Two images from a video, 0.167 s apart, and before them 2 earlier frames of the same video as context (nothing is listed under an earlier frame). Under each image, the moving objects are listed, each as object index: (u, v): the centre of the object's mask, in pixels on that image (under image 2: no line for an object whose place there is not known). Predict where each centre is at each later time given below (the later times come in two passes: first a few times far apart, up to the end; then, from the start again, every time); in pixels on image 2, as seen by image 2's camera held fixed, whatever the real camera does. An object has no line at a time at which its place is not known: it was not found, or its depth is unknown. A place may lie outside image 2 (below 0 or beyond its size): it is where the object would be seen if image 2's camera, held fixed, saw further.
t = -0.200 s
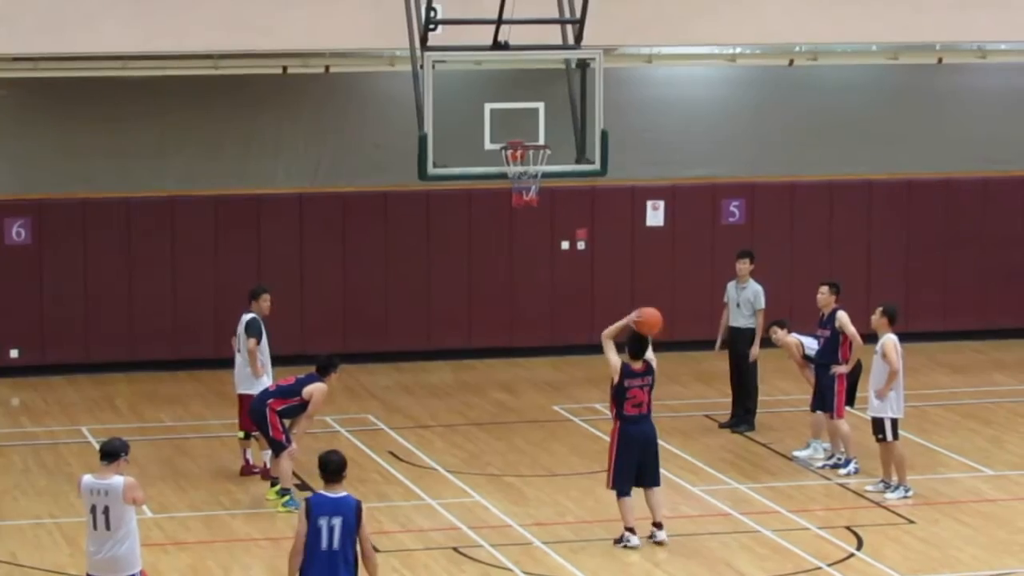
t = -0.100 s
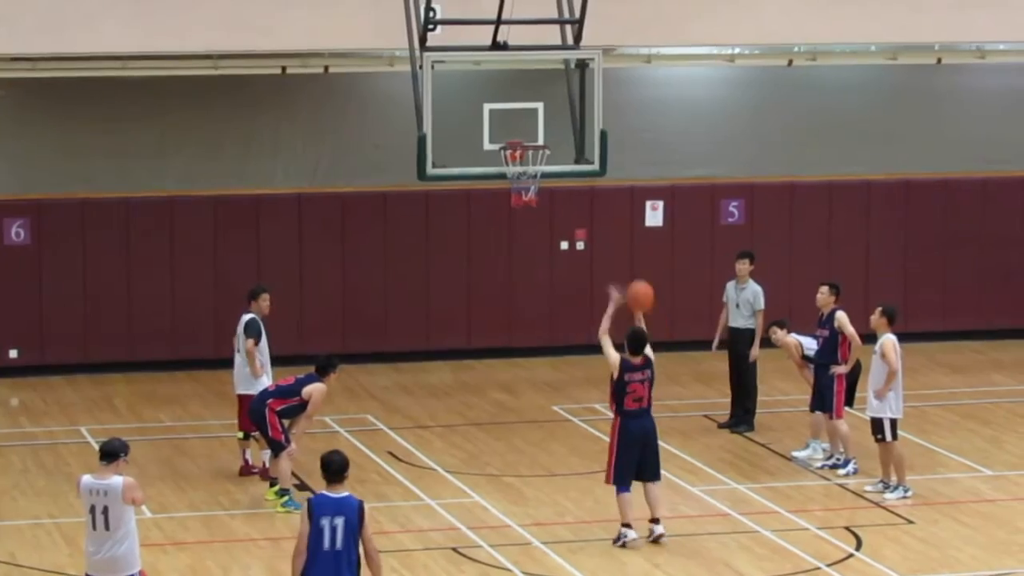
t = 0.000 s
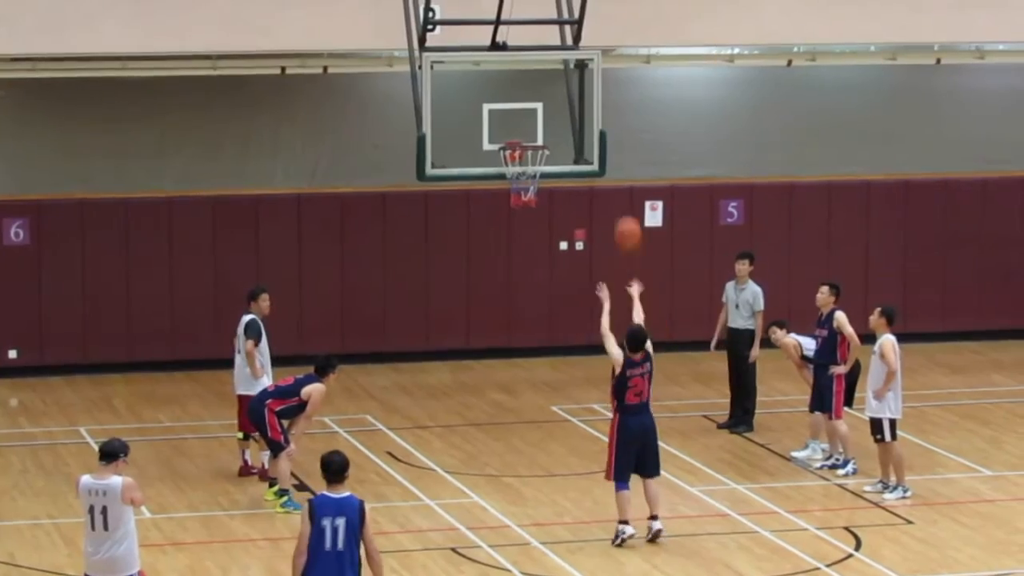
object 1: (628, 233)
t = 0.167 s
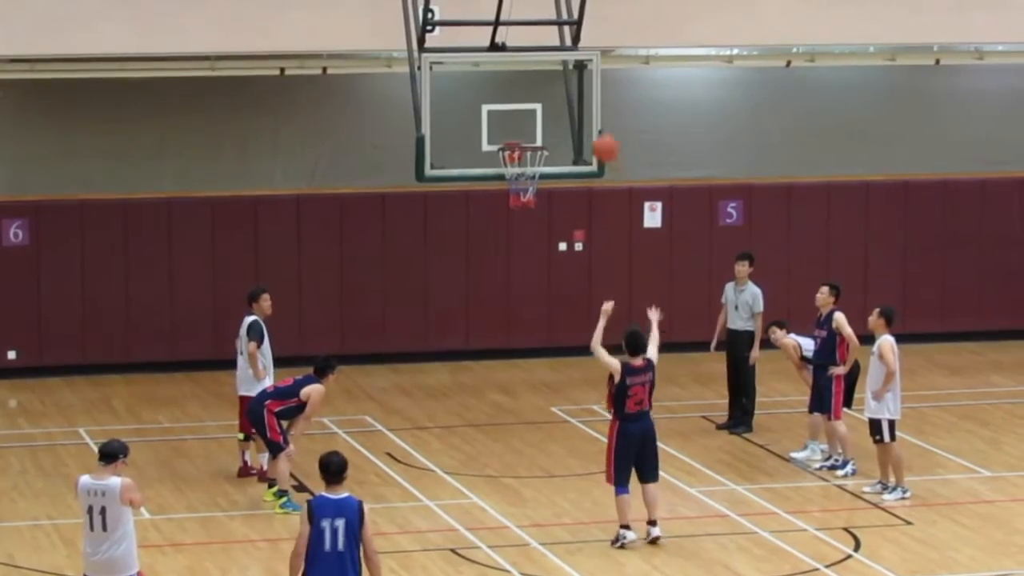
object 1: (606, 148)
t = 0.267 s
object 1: (593, 114)
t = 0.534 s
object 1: (565, 78)
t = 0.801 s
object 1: (535, 114)
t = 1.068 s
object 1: (508, 196)
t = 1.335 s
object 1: (492, 292)
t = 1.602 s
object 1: (472, 462)
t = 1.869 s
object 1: (477, 351)
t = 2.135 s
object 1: (482, 305)
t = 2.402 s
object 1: (487, 329)
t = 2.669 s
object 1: (491, 426)
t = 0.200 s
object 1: (602, 136)
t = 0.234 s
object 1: (598, 124)
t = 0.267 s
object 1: (593, 114)
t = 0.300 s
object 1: (590, 104)
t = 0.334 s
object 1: (586, 96)
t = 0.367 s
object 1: (582, 91)
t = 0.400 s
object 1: (578, 86)
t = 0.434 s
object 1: (575, 82)
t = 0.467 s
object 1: (570, 79)
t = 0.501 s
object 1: (567, 77)
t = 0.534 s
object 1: (565, 78)
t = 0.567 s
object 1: (562, 78)
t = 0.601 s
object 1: (557, 80)
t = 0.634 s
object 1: (553, 83)
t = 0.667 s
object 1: (550, 87)
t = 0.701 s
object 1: (546, 92)
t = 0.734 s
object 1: (543, 98)
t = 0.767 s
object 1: (539, 105)
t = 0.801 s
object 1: (535, 114)
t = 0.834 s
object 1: (532, 123)
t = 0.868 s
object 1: (528, 134)
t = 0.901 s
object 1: (526, 142)
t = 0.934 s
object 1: (518, 157)
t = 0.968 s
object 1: (515, 164)
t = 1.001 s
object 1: (513, 182)
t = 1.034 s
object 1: (509, 191)
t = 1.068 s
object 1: (508, 196)
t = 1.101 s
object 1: (505, 207)
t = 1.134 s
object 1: (504, 216)
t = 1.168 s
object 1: (501, 225)
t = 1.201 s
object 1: (499, 237)
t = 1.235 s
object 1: (498, 249)
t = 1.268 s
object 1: (495, 263)
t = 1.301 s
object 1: (493, 277)
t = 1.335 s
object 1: (492, 292)
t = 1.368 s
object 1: (490, 309)
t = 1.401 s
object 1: (488, 327)
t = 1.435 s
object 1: (485, 346)
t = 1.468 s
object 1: (483, 365)
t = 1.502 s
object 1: (480, 387)
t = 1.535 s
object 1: (478, 411)
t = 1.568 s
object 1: (474, 435)
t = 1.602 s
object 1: (472, 462)
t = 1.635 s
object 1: (472, 455)
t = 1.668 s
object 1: (473, 435)
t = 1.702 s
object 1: (473, 419)
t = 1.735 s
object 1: (474, 403)
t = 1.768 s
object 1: (474, 390)
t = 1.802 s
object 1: (475, 377)
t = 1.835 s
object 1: (477, 363)
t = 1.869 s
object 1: (477, 351)
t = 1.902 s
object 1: (478, 343)
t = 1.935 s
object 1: (479, 334)
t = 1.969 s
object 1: (479, 326)
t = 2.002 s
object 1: (480, 320)
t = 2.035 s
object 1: (480, 314)
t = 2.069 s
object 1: (481, 310)
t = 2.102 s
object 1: (482, 307)
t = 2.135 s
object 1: (482, 305)
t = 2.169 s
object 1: (482, 304)
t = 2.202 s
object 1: (483, 304)
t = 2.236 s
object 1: (483, 305)
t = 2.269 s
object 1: (484, 307)
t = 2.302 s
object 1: (485, 311)
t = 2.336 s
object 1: (486, 316)
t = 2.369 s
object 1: (486, 322)
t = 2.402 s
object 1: (487, 329)
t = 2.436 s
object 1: (488, 337)
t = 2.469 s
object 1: (489, 346)
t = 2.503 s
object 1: (489, 356)
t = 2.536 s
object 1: (488, 368)
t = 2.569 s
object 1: (489, 382)
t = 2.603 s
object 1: (490, 395)
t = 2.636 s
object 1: (490, 410)
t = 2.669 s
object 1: (491, 426)
